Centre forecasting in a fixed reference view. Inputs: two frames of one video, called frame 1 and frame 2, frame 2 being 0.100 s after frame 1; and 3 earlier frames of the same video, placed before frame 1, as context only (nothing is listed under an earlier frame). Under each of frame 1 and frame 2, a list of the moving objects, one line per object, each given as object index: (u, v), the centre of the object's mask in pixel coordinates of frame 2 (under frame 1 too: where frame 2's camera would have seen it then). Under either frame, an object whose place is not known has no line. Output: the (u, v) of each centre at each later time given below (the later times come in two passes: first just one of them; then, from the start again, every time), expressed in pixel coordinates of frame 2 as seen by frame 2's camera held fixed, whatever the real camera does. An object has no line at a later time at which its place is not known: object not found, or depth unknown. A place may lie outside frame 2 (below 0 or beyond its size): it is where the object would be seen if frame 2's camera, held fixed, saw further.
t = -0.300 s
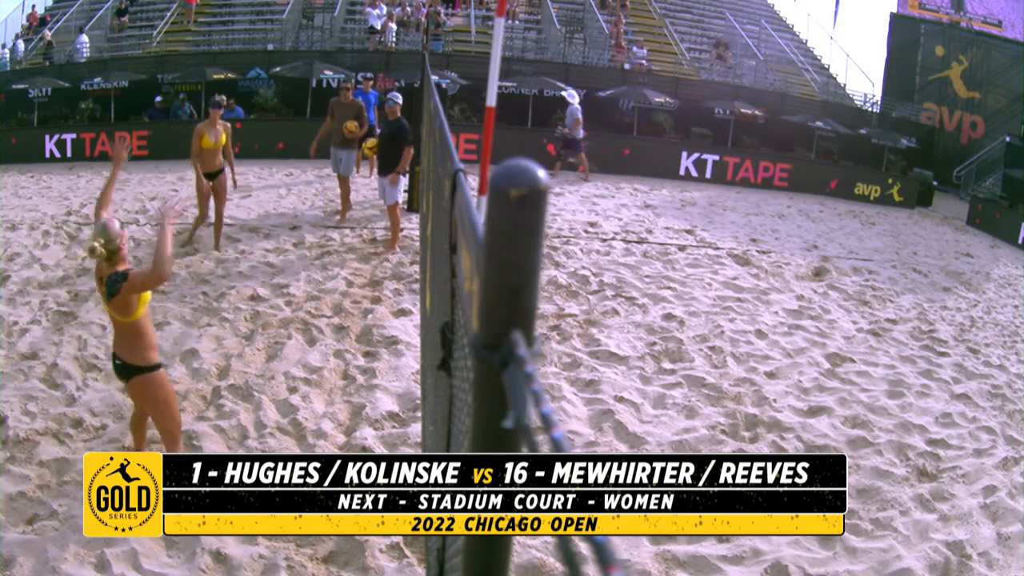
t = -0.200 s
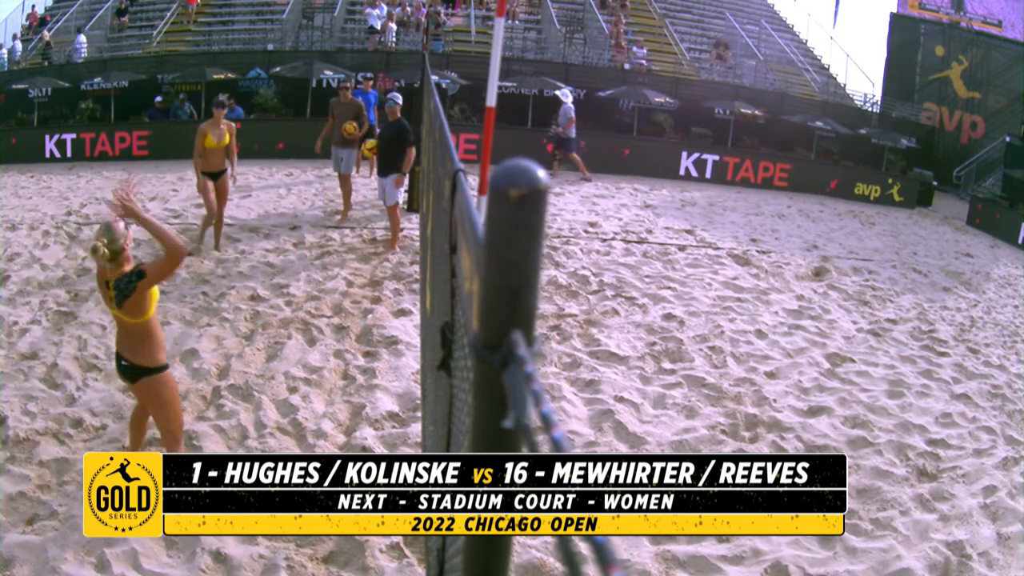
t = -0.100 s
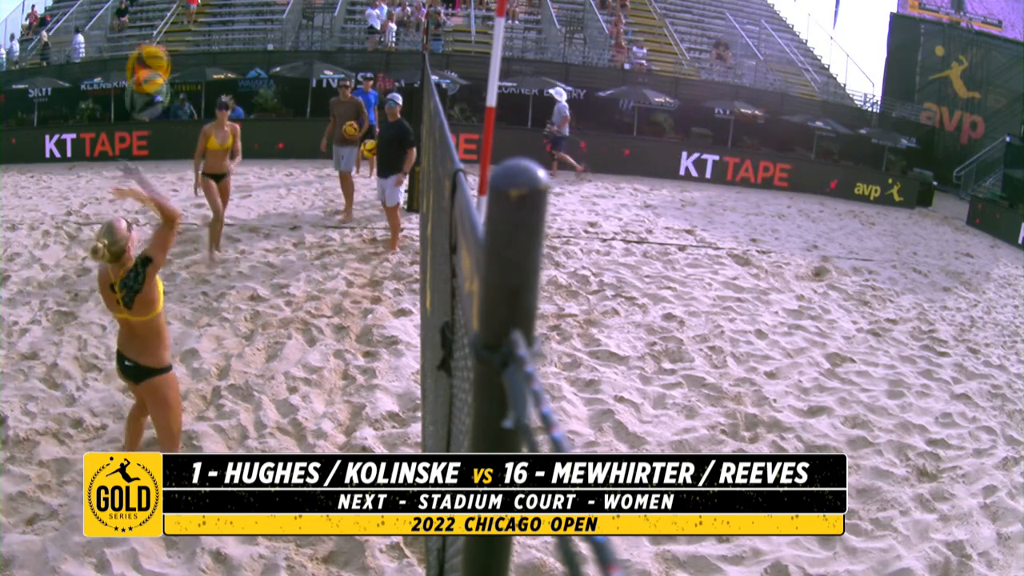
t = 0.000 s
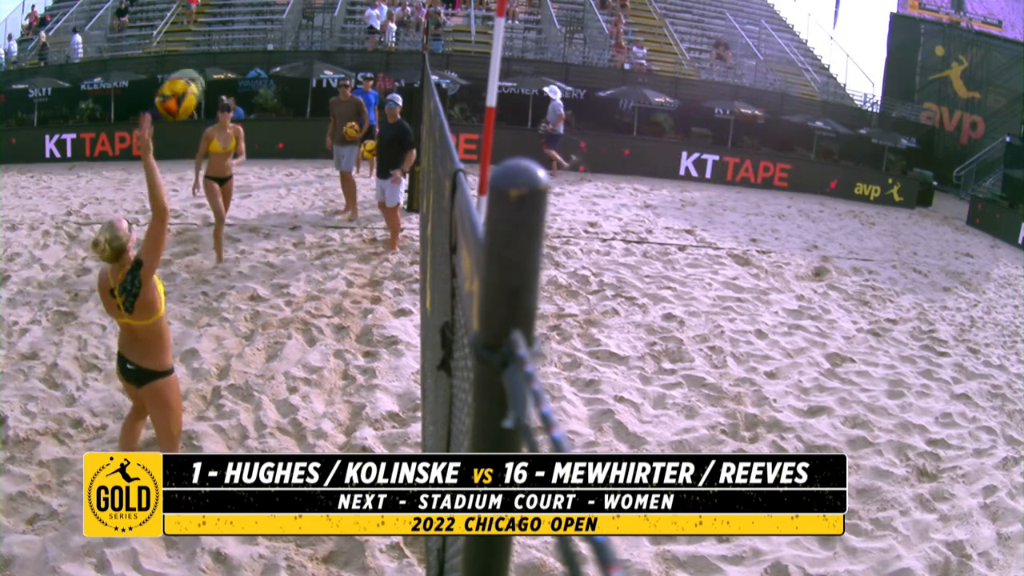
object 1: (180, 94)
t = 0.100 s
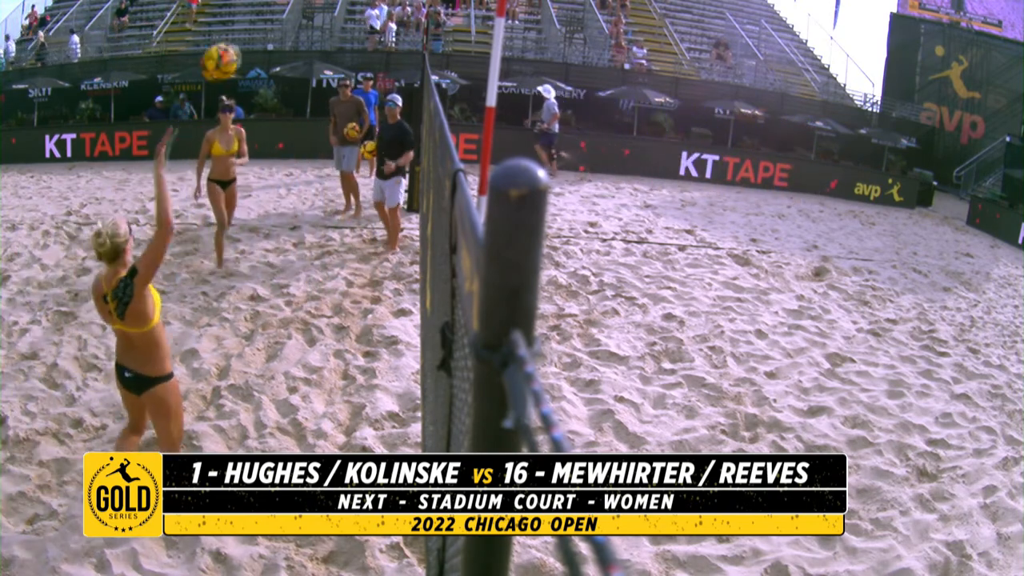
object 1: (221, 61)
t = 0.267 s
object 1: (266, 55)
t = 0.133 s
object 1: (231, 56)
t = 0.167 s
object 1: (241, 54)
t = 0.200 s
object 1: (250, 53)
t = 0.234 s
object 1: (258, 53)
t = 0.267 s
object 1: (266, 55)
